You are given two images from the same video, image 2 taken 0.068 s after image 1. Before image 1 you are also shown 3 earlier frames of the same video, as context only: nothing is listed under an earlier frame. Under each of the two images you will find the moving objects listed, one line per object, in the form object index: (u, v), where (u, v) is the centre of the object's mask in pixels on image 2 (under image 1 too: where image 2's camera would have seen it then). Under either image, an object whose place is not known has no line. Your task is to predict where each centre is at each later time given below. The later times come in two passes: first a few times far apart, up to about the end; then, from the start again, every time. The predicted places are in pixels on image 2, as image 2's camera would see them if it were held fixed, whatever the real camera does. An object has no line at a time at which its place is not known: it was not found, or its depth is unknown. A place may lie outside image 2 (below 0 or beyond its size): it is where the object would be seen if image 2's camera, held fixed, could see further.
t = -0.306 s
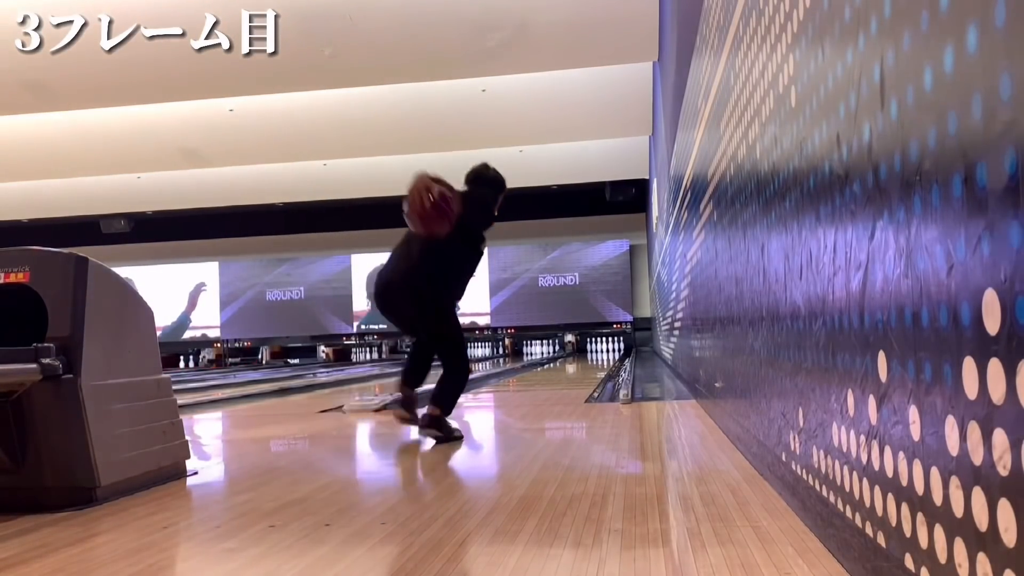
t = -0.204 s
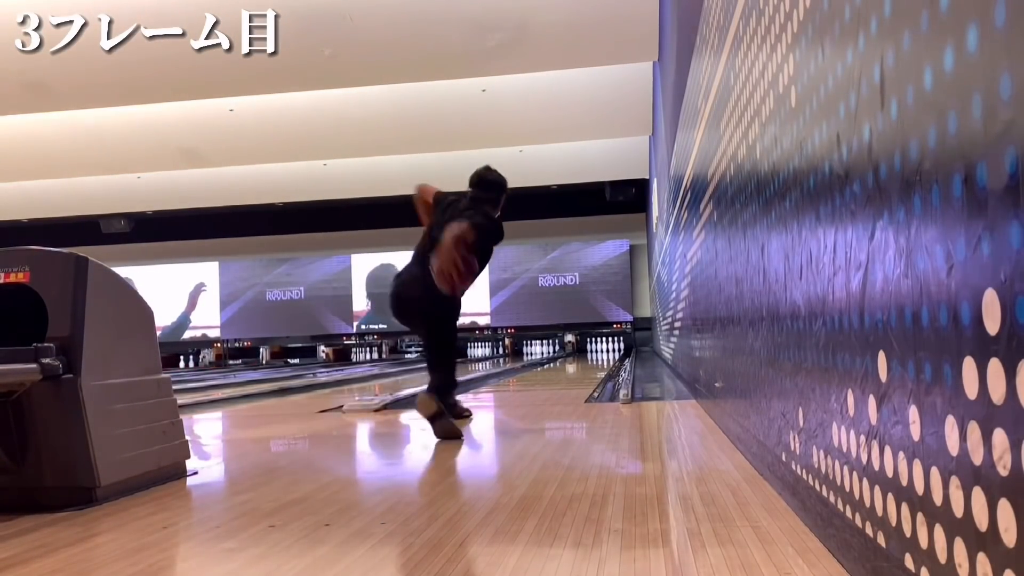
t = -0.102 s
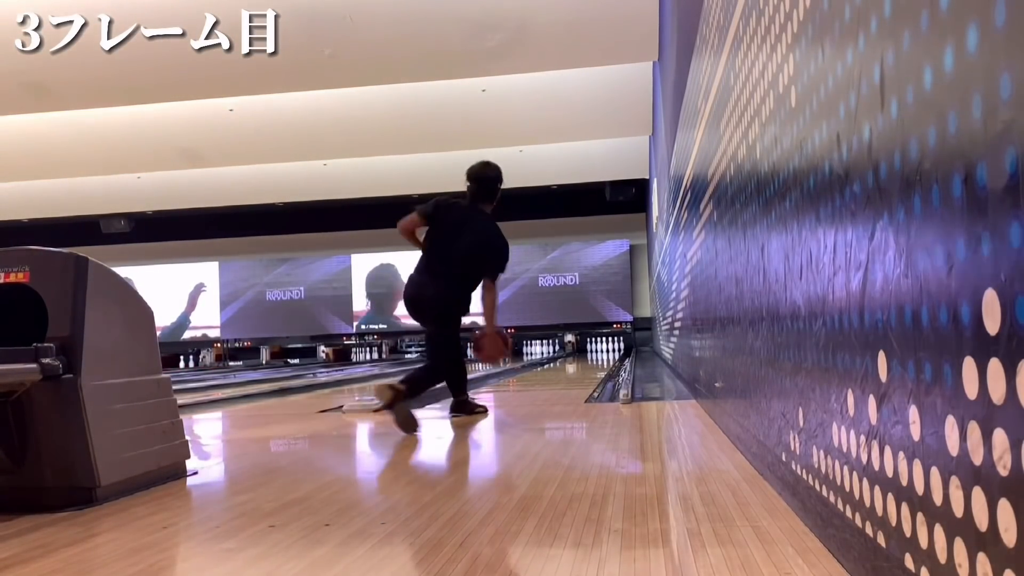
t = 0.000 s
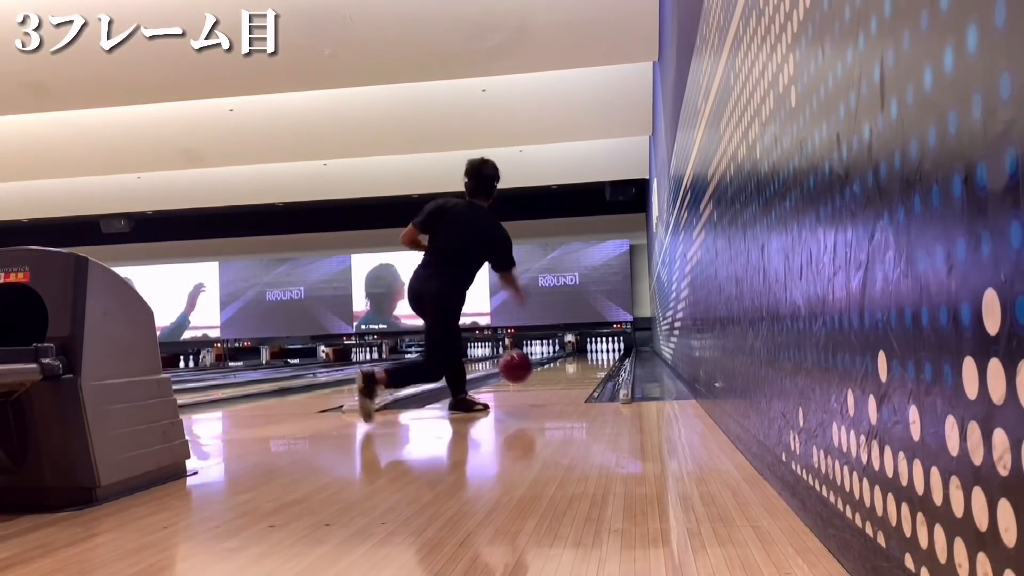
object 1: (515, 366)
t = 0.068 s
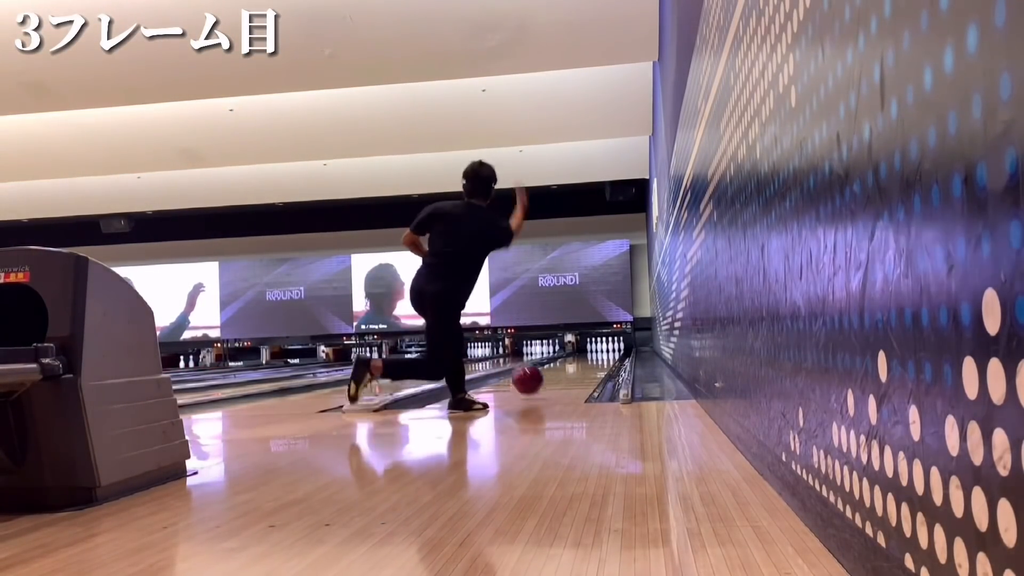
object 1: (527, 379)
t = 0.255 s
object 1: (551, 374)
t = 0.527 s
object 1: (571, 365)
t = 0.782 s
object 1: (582, 360)
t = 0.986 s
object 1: (589, 357)
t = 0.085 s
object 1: (530, 382)
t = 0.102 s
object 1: (533, 381)
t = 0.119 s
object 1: (535, 379)
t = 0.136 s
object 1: (537, 377)
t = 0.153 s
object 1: (539, 376)
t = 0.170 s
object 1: (542, 376)
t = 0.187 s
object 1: (543, 375)
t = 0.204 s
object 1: (545, 375)
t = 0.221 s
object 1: (547, 376)
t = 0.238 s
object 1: (549, 375)
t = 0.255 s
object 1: (551, 374)
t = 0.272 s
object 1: (552, 373)
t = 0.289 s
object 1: (554, 373)
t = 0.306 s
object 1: (555, 372)
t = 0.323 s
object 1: (557, 371)
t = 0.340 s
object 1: (558, 371)
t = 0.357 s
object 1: (559, 370)
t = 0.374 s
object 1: (561, 369)
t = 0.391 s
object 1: (562, 369)
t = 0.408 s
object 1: (563, 368)
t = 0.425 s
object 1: (564, 367)
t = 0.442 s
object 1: (566, 367)
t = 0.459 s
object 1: (566, 367)
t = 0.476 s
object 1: (567, 366)
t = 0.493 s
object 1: (568, 366)
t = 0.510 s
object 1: (569, 365)
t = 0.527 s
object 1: (571, 365)
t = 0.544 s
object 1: (572, 364)
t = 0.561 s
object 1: (573, 364)
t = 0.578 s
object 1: (573, 363)
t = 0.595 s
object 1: (574, 363)
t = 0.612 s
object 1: (575, 363)
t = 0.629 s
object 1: (575, 363)
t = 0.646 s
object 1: (576, 362)
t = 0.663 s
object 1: (578, 362)
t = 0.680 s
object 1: (579, 361)
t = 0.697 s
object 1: (579, 361)
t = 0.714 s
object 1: (580, 361)
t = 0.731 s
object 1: (581, 360)
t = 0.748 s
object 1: (581, 360)
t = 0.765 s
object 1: (582, 360)
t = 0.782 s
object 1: (582, 360)
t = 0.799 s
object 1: (583, 359)
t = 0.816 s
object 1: (583, 359)
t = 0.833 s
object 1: (584, 359)
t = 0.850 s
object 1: (584, 359)
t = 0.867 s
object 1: (585, 359)
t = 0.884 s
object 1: (585, 358)
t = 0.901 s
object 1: (586, 358)
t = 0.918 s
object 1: (587, 357)
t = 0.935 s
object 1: (587, 357)
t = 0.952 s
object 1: (588, 357)
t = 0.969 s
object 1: (589, 357)
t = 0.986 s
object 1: (589, 357)
